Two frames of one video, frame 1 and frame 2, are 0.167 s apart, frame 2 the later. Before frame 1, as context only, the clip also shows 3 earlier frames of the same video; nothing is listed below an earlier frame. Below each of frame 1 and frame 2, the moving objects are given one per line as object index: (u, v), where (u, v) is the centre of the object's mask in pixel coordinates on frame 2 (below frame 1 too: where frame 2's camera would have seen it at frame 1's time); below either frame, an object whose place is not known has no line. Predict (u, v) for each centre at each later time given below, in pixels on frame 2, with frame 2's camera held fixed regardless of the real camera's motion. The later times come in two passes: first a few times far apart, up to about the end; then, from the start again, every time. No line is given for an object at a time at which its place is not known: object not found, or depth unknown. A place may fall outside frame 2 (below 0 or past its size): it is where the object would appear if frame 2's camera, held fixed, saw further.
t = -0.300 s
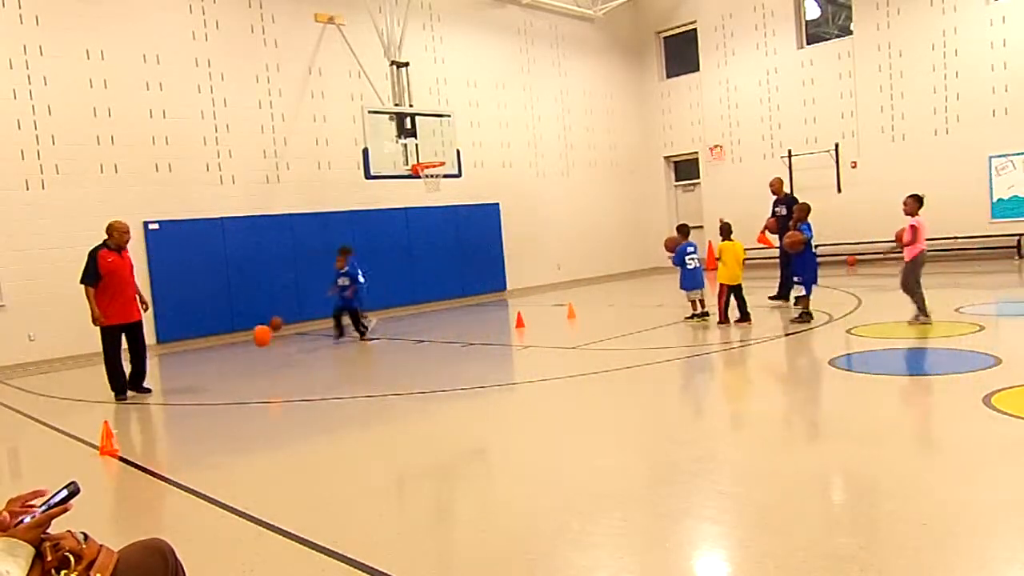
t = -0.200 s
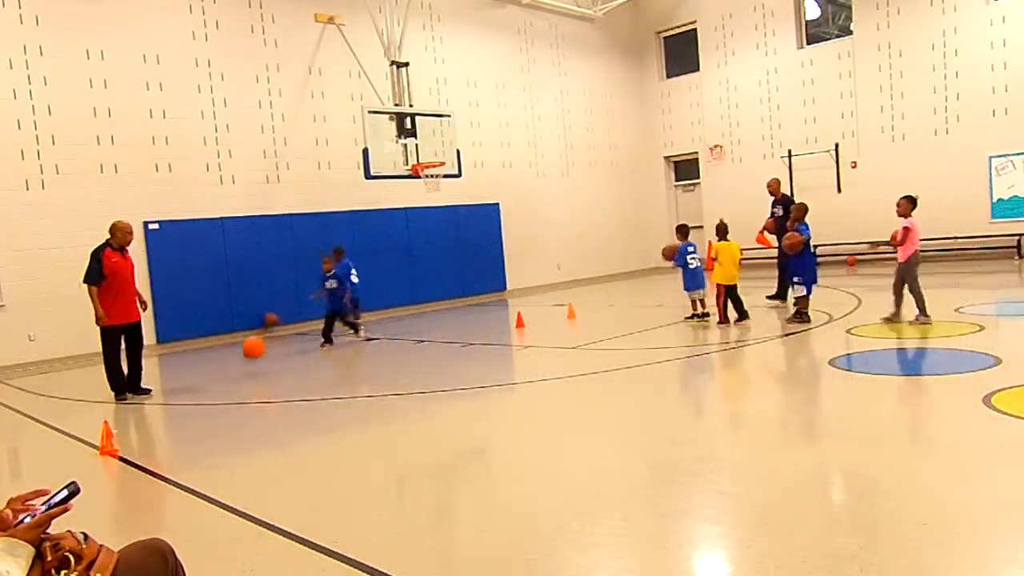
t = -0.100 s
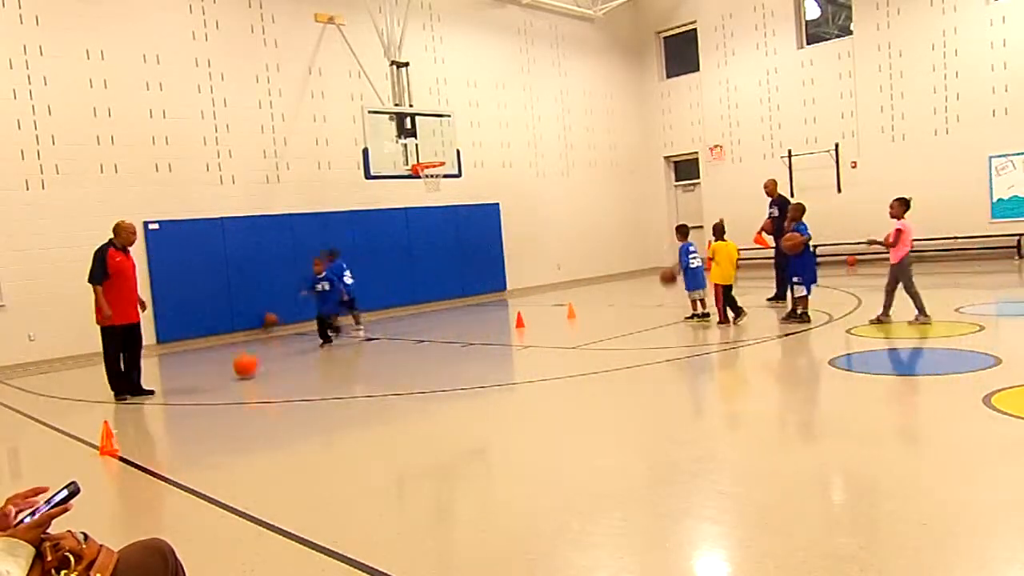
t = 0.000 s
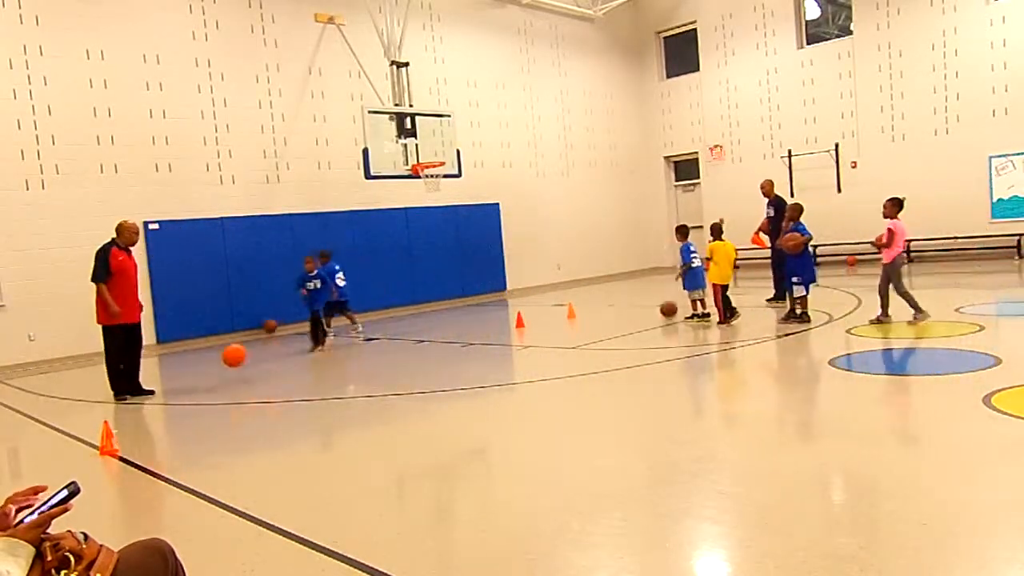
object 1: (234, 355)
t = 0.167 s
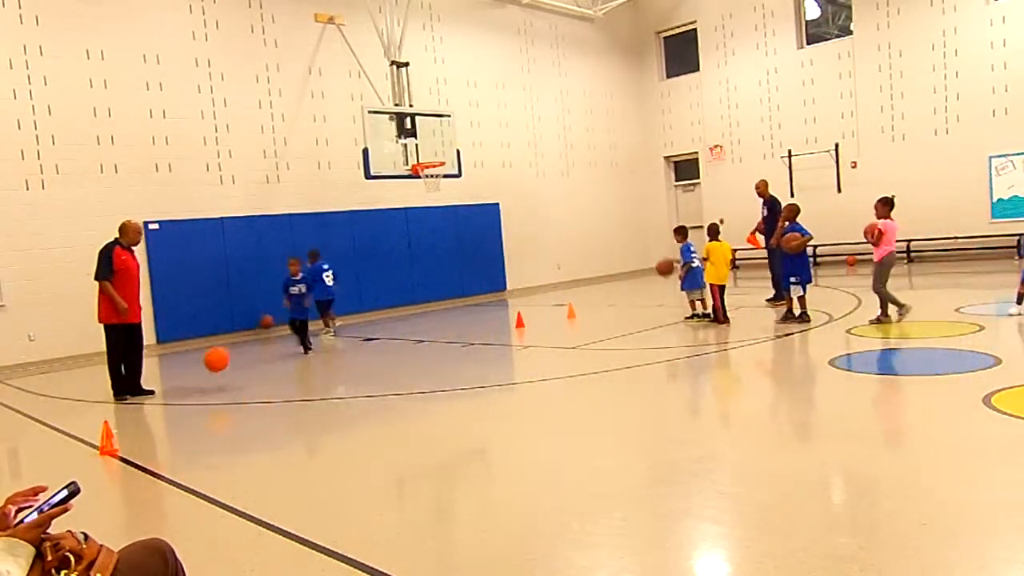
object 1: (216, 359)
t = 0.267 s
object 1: (206, 375)
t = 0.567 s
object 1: (168, 381)
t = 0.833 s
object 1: (129, 396)
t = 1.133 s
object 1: (77, 419)
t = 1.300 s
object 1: (42, 445)
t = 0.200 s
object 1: (213, 363)
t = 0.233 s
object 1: (210, 367)
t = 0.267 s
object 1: (206, 375)
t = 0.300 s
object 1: (203, 383)
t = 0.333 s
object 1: (199, 382)
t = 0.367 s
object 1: (194, 378)
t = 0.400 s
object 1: (189, 376)
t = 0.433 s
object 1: (185, 375)
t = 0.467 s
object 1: (180, 375)
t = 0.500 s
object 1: (176, 376)
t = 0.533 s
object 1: (171, 379)
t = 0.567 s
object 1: (168, 381)
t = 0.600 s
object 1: (163, 387)
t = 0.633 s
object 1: (160, 392)
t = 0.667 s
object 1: (154, 402)
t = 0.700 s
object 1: (148, 400)
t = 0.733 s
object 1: (144, 397)
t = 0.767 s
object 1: (138, 396)
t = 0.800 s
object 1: (133, 396)
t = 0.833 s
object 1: (129, 396)
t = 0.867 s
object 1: (124, 398)
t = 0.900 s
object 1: (118, 402)
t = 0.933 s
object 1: (113, 408)
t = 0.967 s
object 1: (108, 415)
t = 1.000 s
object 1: (103, 421)
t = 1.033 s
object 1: (95, 421)
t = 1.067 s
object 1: (89, 419)
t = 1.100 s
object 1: (83, 418)
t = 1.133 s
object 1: (77, 419)
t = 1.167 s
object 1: (70, 422)
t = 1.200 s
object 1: (63, 426)
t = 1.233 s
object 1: (56, 433)
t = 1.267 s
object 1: (50, 440)
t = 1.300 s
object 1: (42, 445)
